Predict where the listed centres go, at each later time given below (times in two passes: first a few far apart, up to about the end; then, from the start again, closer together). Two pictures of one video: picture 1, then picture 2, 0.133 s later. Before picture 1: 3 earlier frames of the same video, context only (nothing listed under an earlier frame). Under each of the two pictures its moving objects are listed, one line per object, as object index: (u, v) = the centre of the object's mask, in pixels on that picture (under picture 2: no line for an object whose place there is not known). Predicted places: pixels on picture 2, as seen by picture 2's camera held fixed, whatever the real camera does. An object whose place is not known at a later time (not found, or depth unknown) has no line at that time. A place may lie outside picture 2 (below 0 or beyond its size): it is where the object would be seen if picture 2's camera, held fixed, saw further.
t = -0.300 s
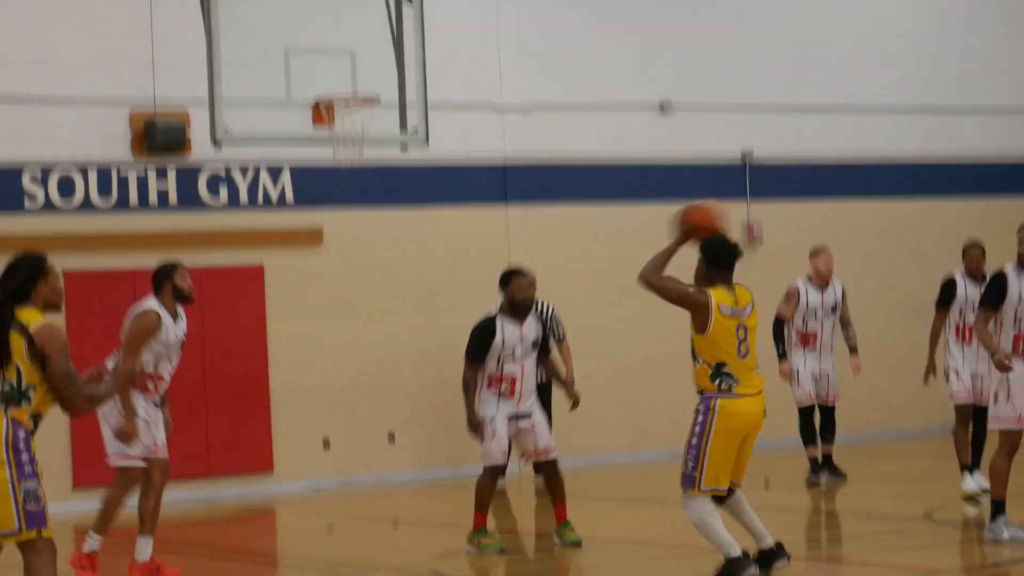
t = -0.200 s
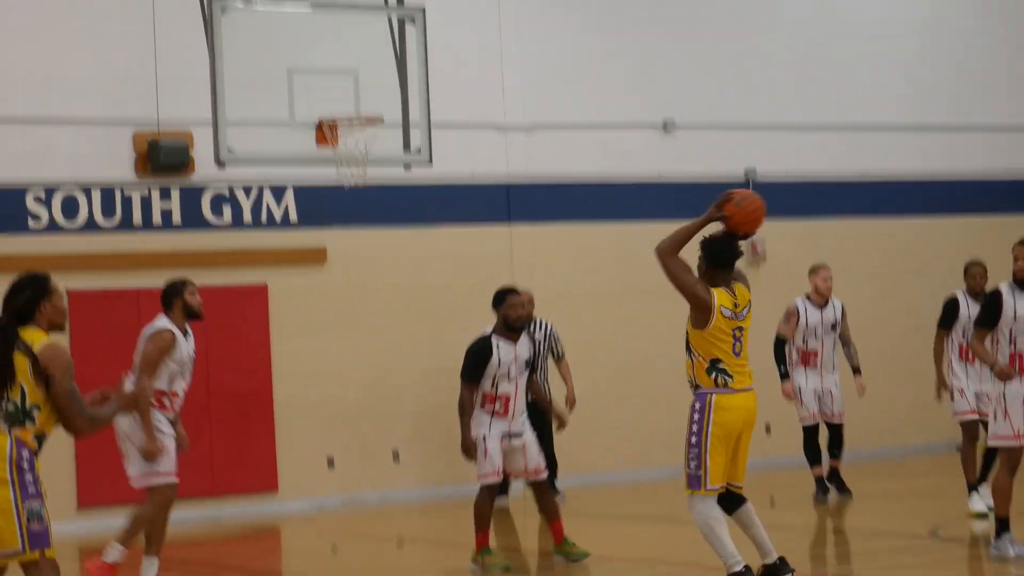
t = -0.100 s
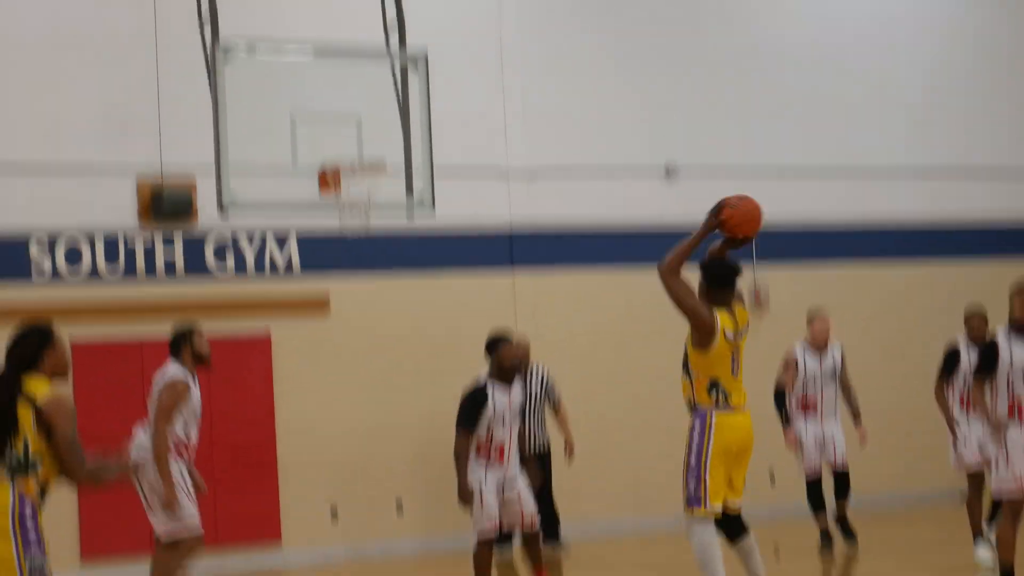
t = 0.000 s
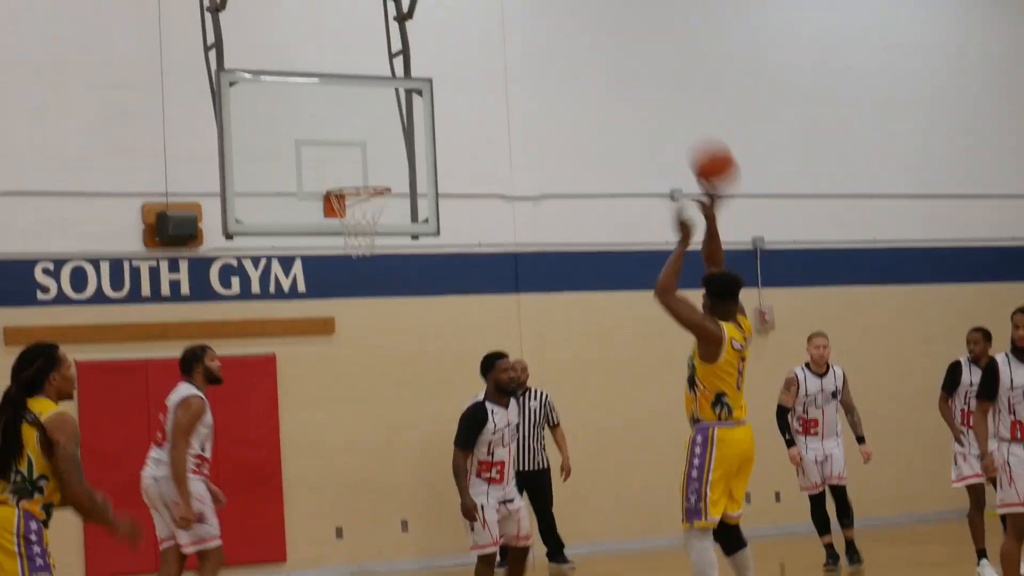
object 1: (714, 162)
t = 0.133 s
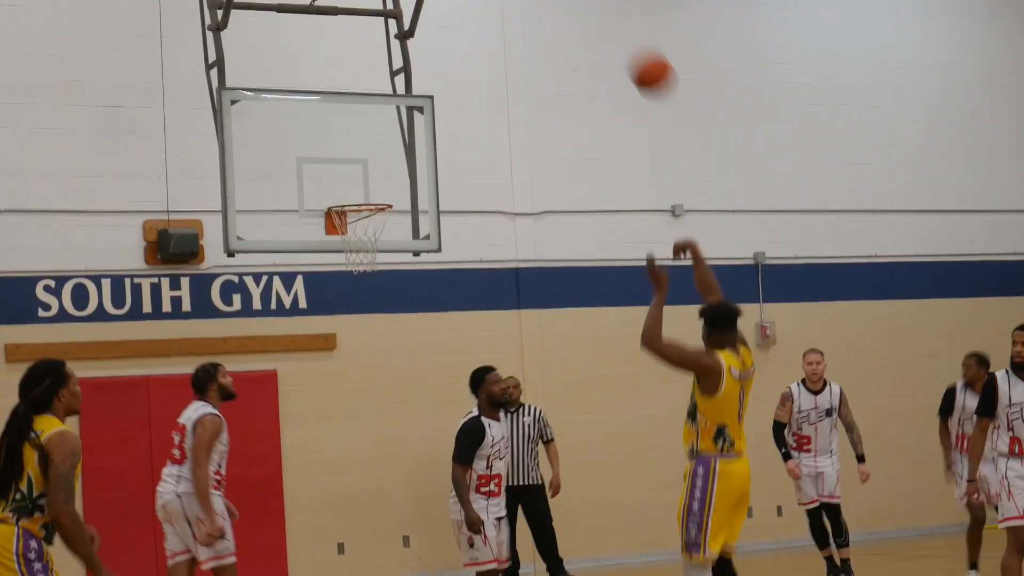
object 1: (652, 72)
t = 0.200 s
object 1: (623, 32)
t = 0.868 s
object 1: (410, 40)
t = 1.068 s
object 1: (367, 157)
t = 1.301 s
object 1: (356, 280)
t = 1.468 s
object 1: (378, 370)
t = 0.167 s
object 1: (637, 50)
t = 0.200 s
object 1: (623, 32)
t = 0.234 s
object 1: (611, 16)
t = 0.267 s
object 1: (597, 7)
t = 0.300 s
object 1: (582, 1)
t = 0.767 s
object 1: (435, 0)
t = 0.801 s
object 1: (427, 11)
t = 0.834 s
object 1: (418, 25)
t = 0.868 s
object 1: (410, 40)
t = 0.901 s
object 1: (403, 55)
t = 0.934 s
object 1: (395, 73)
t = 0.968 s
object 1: (387, 93)
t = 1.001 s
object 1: (381, 113)
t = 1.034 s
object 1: (374, 135)
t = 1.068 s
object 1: (367, 157)
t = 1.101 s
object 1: (361, 179)
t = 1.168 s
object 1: (350, 231)
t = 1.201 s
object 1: (345, 242)
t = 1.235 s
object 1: (348, 250)
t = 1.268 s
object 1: (352, 265)
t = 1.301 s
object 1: (356, 280)
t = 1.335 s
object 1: (360, 294)
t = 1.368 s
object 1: (364, 309)
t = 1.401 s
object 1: (368, 330)
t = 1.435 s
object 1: (373, 350)
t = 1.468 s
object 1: (378, 370)
